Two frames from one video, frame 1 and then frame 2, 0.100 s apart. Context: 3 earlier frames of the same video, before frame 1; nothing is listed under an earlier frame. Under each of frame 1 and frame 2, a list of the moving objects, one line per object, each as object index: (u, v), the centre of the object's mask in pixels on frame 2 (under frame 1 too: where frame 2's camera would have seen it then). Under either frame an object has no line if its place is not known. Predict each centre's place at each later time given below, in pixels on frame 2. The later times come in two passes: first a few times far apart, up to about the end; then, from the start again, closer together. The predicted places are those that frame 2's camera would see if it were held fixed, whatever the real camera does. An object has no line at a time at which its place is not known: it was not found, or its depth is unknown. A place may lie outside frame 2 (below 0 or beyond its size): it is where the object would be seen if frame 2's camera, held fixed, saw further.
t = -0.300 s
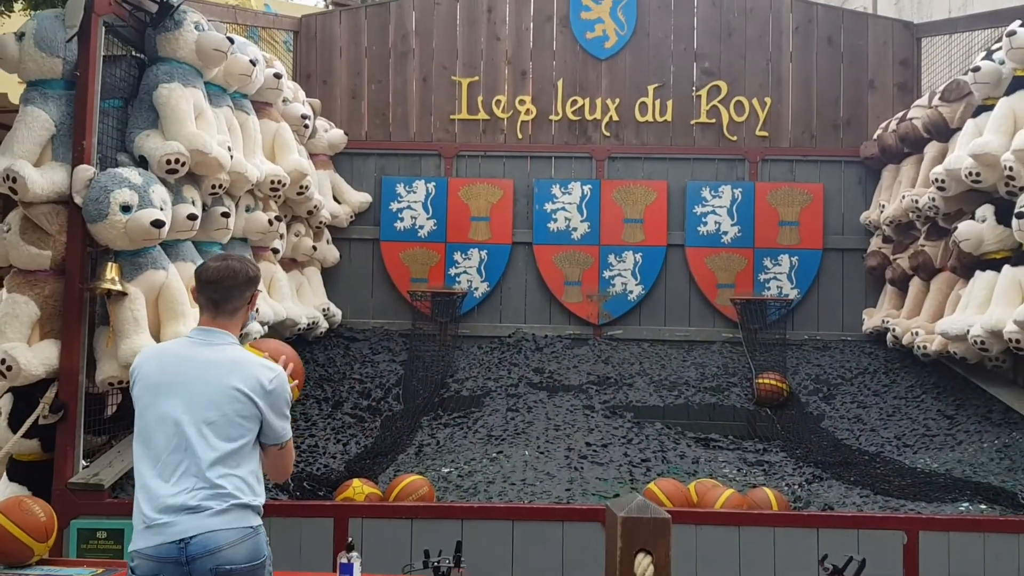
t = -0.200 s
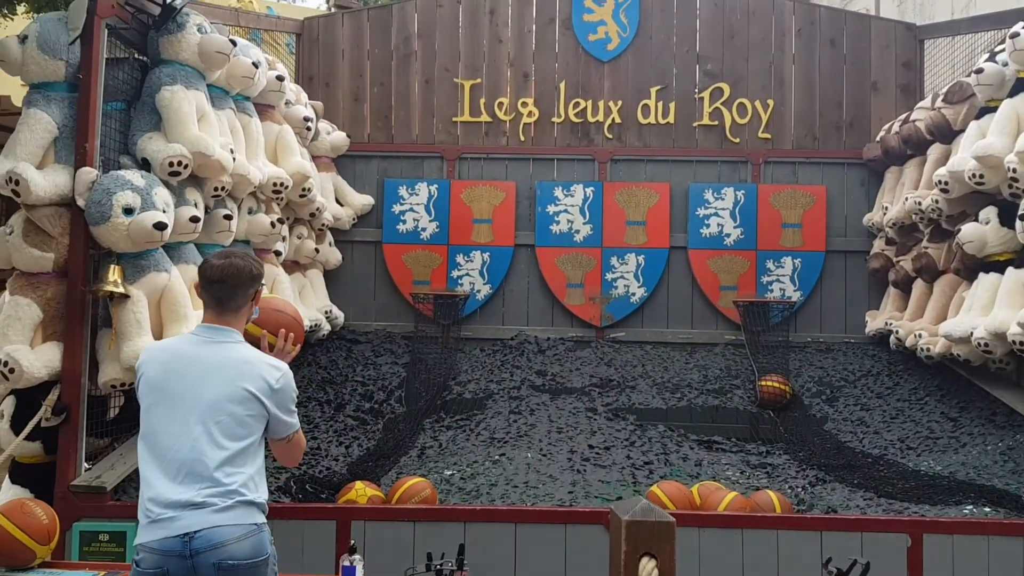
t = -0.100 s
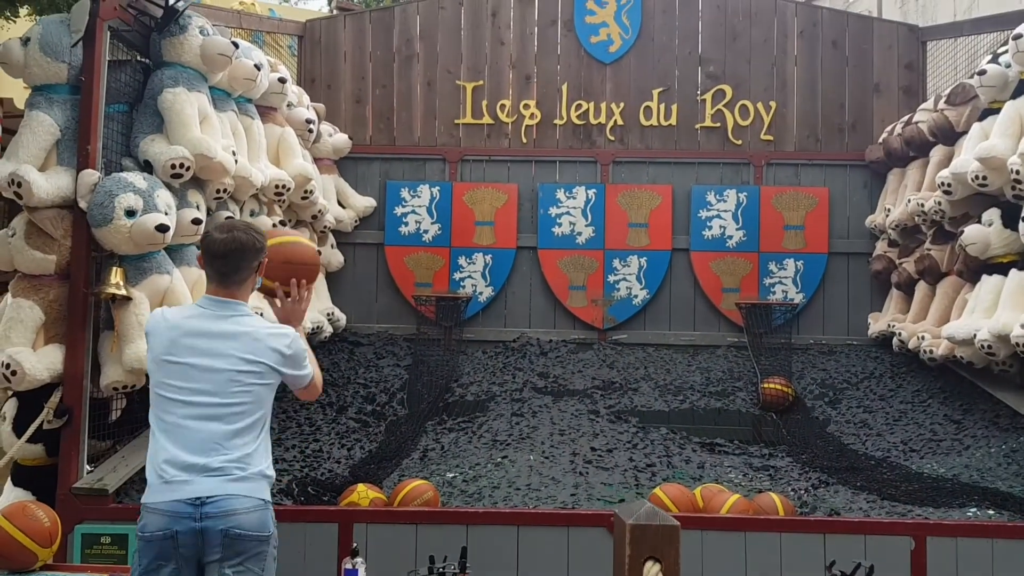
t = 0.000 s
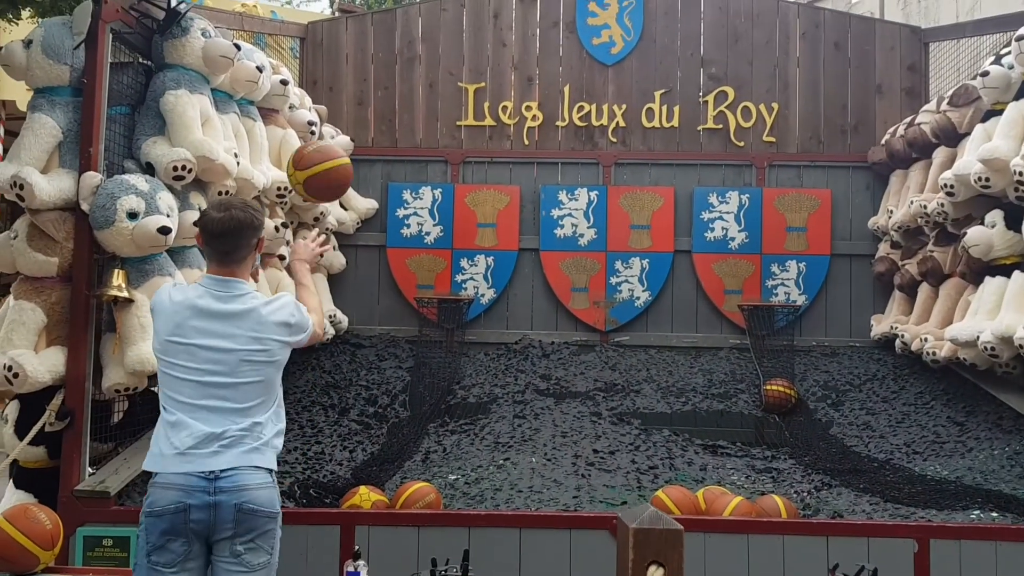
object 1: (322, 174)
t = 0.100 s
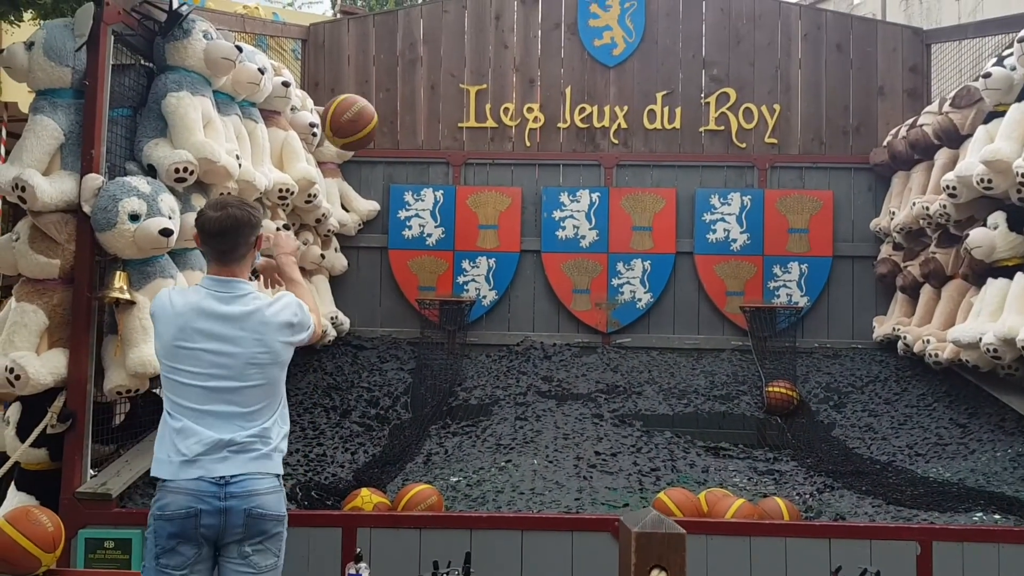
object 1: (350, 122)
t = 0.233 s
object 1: (377, 100)
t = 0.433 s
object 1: (405, 127)
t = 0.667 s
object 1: (427, 220)
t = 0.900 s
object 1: (455, 275)
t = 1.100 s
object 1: (503, 264)
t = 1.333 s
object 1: (570, 329)
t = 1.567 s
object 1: (644, 497)
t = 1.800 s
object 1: (679, 467)
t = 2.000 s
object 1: (684, 486)
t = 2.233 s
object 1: (707, 499)
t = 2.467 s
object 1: (712, 504)
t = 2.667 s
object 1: (715, 505)
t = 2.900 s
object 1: (715, 504)
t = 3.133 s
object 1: (714, 504)
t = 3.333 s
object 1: (714, 504)
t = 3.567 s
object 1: (714, 504)
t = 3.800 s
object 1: (713, 504)
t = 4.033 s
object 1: (713, 504)
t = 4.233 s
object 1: (713, 504)
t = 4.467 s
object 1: (713, 504)
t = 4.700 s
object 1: (713, 504)
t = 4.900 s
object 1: (714, 504)
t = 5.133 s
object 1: (714, 504)
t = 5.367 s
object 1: (714, 504)
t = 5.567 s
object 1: (714, 504)
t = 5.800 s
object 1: (714, 504)
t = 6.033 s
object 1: (714, 504)
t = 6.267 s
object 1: (714, 504)
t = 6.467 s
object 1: (714, 504)
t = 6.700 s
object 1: (714, 504)
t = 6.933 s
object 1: (714, 504)
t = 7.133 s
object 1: (714, 504)
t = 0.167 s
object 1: (365, 105)
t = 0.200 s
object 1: (371, 102)
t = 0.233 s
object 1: (377, 100)
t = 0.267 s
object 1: (383, 100)
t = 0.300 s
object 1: (388, 102)
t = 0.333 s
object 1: (393, 106)
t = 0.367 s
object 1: (397, 111)
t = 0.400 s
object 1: (402, 119)
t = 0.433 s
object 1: (405, 127)
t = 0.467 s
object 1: (410, 137)
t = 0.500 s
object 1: (413, 148)
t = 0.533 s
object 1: (416, 160)
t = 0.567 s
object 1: (420, 173)
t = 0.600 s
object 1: (422, 187)
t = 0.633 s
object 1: (425, 203)
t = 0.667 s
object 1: (427, 220)
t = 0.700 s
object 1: (430, 236)
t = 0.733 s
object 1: (432, 254)
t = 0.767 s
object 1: (434, 272)
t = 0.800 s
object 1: (436, 286)
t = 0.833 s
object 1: (441, 287)
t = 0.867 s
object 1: (448, 282)
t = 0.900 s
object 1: (455, 275)
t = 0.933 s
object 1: (463, 270)
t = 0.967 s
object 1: (471, 266)
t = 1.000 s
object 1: (478, 263)
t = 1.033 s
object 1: (487, 262)
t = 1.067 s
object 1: (495, 262)
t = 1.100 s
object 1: (503, 264)
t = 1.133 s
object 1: (512, 268)
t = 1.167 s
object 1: (521, 273)
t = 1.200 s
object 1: (530, 280)
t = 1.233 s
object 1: (539, 290)
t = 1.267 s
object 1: (549, 301)
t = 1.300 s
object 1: (559, 314)
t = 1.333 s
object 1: (570, 329)
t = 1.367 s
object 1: (581, 348)
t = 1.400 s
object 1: (592, 370)
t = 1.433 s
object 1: (604, 394)
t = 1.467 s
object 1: (616, 421)
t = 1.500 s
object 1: (629, 452)
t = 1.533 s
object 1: (641, 481)
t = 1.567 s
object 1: (644, 497)
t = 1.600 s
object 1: (649, 498)
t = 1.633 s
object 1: (678, 483)
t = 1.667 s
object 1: (678, 480)
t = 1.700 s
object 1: (678, 476)
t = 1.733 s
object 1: (678, 473)
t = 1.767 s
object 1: (678, 470)
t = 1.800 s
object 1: (679, 467)
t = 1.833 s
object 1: (679, 466)
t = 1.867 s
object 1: (680, 467)
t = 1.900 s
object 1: (680, 469)
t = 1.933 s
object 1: (681, 474)
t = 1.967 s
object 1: (682, 480)
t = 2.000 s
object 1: (684, 486)
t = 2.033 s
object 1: (687, 491)
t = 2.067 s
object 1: (691, 494)
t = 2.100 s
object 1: (701, 502)
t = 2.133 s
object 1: (703, 502)
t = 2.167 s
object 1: (706, 501)
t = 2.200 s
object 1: (707, 501)
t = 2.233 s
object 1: (707, 499)
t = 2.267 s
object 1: (707, 498)
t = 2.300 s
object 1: (707, 499)
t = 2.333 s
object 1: (708, 500)
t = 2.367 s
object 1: (710, 502)
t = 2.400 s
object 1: (711, 503)
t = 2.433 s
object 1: (712, 504)
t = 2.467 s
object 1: (712, 504)
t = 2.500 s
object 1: (713, 503)
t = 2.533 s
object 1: (713, 503)
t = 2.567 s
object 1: (714, 503)
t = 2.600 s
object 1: (714, 504)
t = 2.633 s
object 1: (715, 504)
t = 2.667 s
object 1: (715, 505)
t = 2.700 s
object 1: (715, 505)
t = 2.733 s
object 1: (715, 505)
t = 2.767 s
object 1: (715, 505)
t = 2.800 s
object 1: (716, 505)
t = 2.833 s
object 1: (715, 505)
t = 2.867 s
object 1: (715, 504)
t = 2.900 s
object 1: (715, 504)
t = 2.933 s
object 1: (715, 504)
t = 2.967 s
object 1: (715, 504)
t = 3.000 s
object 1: (715, 504)
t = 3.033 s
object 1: (715, 504)
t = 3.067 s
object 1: (715, 504)
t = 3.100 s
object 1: (714, 504)
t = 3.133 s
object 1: (714, 504)
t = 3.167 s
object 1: (714, 504)
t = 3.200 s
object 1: (714, 504)
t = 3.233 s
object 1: (714, 504)
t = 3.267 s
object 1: (714, 504)
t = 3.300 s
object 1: (714, 504)
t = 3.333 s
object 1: (714, 504)
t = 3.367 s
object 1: (714, 504)
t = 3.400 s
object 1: (714, 504)
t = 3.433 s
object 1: (714, 504)
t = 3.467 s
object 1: (714, 504)
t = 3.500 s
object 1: (714, 504)
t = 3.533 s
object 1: (714, 504)
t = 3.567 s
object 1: (714, 504)
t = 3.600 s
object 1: (713, 504)
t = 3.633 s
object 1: (713, 504)
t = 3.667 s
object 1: (713, 504)
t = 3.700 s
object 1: (713, 504)
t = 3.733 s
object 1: (713, 504)
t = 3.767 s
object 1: (713, 504)
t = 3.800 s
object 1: (713, 504)
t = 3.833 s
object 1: (713, 504)
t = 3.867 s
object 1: (713, 504)
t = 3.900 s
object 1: (713, 504)
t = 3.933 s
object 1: (713, 504)
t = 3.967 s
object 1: (713, 504)
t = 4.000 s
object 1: (713, 504)
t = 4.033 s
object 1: (713, 504)
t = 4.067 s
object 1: (714, 504)
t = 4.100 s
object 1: (714, 504)
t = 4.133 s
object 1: (714, 504)
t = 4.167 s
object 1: (713, 504)
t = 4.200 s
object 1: (713, 504)
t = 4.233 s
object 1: (713, 504)
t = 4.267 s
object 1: (713, 504)
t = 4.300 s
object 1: (713, 504)
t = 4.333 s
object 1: (713, 504)
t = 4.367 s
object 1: (713, 504)
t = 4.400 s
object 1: (713, 504)
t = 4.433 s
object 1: (713, 504)
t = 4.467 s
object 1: (713, 504)
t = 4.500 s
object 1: (713, 504)
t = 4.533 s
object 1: (713, 504)
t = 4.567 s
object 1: (713, 504)
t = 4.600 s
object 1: (713, 504)
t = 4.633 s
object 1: (714, 504)
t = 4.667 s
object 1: (713, 504)
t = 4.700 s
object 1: (713, 504)
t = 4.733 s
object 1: (714, 504)
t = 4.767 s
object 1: (714, 504)
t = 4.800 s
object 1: (714, 504)
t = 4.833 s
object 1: (713, 504)
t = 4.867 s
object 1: (713, 504)
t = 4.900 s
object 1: (714, 504)
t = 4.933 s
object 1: (714, 504)
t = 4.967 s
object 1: (714, 504)
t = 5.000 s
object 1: (714, 504)
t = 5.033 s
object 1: (714, 504)
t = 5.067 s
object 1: (714, 504)
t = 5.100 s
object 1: (714, 504)
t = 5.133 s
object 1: (714, 504)
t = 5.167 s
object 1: (714, 505)
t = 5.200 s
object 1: (714, 505)
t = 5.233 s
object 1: (714, 505)
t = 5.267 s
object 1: (714, 505)
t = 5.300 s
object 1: (714, 504)
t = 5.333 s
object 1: (714, 504)
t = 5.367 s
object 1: (714, 504)
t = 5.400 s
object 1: (714, 505)
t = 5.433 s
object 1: (714, 505)
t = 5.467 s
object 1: (714, 504)
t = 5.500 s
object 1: (714, 504)
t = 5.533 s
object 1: (714, 504)
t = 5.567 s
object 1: (714, 504)
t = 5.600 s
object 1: (714, 504)
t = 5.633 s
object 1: (714, 504)
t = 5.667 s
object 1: (714, 504)
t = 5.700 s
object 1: (714, 504)
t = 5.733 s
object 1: (714, 504)
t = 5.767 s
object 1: (714, 504)
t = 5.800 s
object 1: (714, 504)
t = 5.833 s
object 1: (714, 504)
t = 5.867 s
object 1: (714, 504)
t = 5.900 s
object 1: (714, 504)
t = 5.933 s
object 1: (714, 504)
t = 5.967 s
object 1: (714, 504)
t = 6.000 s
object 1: (714, 504)
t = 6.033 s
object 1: (714, 504)
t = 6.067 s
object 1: (714, 504)
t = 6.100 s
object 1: (714, 504)
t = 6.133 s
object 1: (714, 504)
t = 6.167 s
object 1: (714, 504)
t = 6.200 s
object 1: (714, 504)
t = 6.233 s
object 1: (714, 504)
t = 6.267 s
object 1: (714, 504)
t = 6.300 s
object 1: (714, 504)
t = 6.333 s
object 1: (714, 504)
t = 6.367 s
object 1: (714, 504)
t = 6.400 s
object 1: (714, 504)
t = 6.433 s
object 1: (714, 504)
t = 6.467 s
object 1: (714, 504)
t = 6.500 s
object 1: (714, 504)
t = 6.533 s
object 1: (714, 504)
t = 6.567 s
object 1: (714, 504)
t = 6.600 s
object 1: (714, 504)
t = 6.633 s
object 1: (714, 504)
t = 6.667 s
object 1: (714, 504)
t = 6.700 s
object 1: (714, 504)
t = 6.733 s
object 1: (714, 504)
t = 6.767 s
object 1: (714, 504)
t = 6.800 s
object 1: (714, 504)
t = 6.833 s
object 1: (714, 504)
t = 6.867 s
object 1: (714, 504)
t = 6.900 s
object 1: (714, 504)
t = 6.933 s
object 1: (714, 504)
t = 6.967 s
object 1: (714, 504)
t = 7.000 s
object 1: (714, 504)
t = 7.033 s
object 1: (714, 504)
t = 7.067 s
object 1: (714, 504)
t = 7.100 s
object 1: (714, 504)
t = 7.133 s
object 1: (714, 504)
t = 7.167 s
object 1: (714, 504)
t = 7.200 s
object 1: (714, 504)
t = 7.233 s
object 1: (714, 504)
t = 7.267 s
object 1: (714, 504)
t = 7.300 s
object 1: (714, 504)
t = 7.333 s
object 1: (714, 504)
